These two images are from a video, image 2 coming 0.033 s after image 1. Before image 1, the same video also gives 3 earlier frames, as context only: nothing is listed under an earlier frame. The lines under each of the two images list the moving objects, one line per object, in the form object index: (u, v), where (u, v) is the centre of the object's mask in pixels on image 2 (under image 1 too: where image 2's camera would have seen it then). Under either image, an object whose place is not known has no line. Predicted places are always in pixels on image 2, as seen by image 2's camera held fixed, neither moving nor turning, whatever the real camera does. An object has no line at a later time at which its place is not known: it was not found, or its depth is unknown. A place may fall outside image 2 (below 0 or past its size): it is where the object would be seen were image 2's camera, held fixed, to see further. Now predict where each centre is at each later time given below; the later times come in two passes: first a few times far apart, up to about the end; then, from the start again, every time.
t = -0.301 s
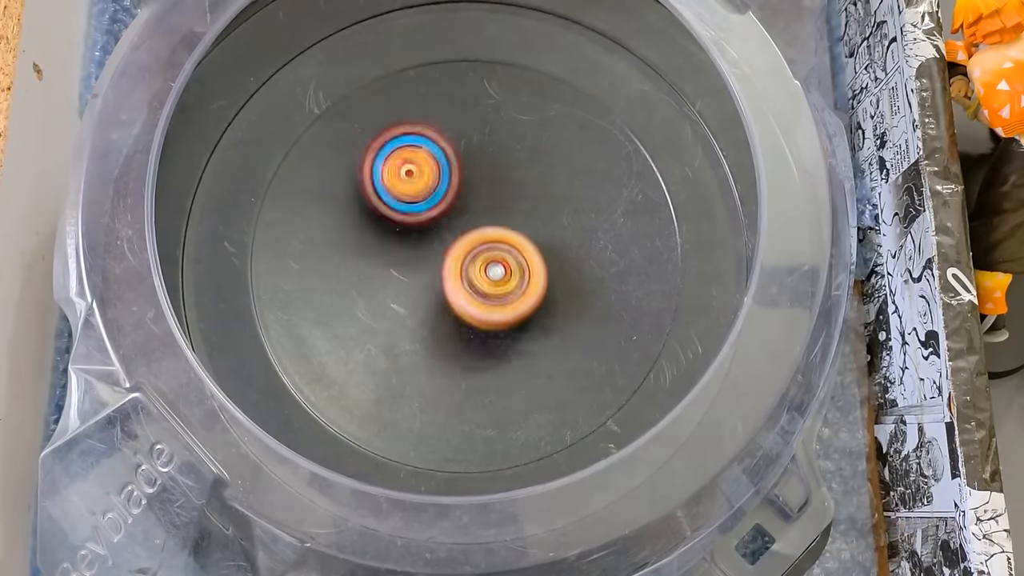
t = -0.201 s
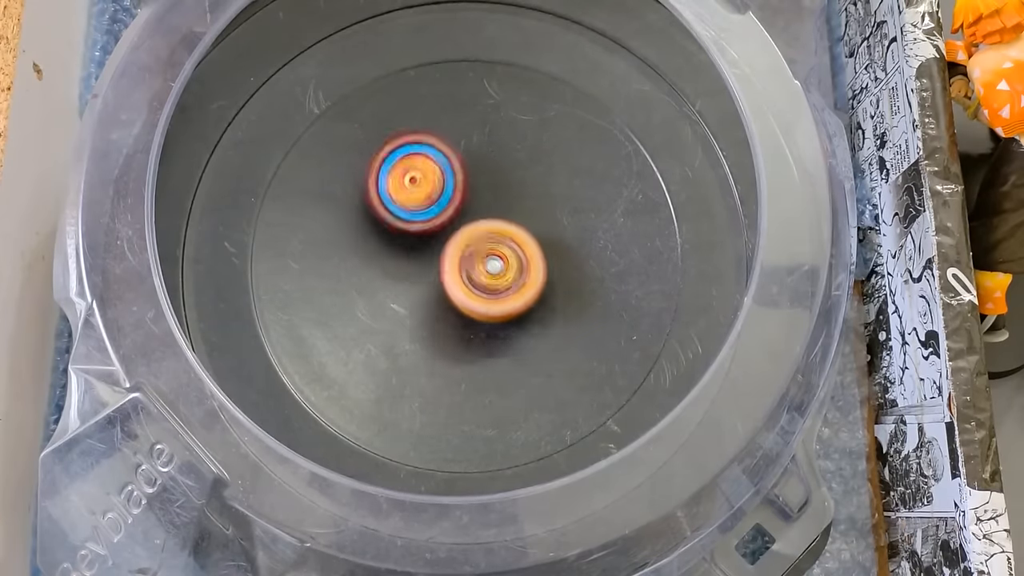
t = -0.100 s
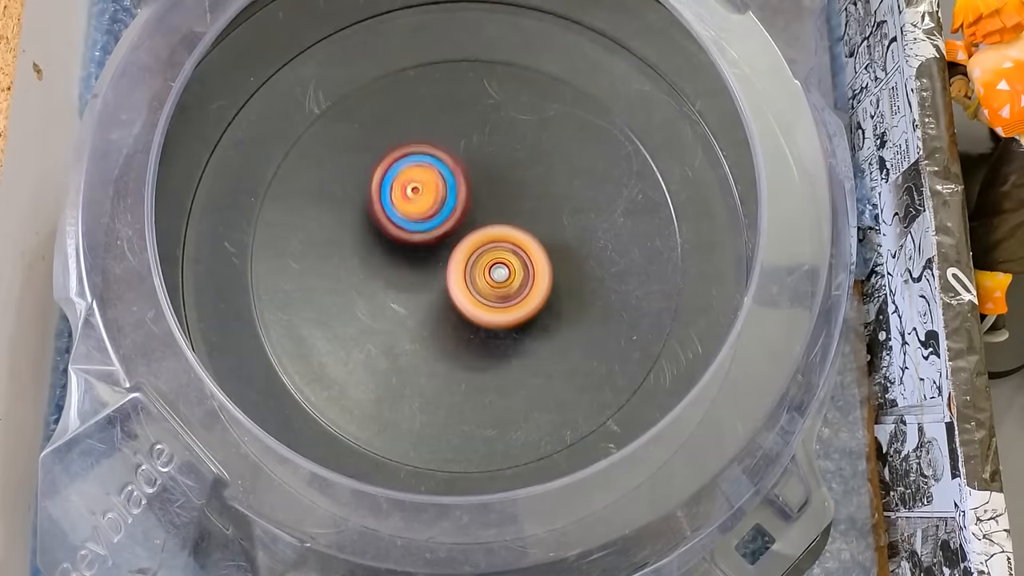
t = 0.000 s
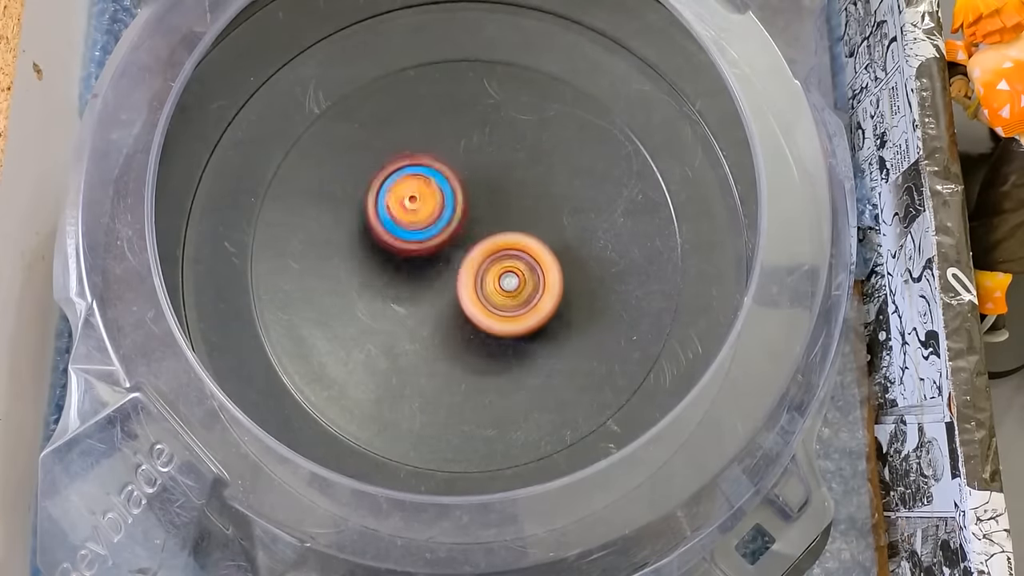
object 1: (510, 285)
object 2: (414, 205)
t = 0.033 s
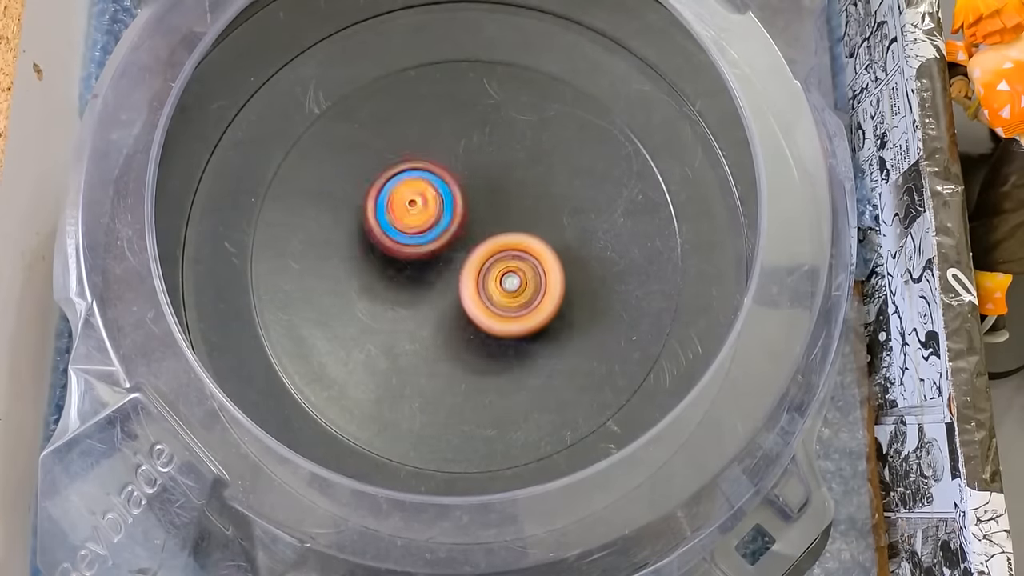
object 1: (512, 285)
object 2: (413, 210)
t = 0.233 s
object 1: (518, 274)
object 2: (408, 237)
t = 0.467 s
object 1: (513, 267)
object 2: (398, 257)
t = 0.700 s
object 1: (526, 264)
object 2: (395, 259)
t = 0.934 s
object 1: (519, 252)
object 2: (411, 265)
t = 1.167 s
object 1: (575, 245)
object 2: (404, 264)
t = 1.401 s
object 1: (560, 241)
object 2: (448, 283)
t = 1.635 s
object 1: (596, 245)
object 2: (425, 277)
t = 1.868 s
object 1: (561, 236)
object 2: (437, 265)
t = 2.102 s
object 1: (527, 220)
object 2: (421, 253)
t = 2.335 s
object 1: (518, 207)
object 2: (419, 245)
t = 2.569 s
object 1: (514, 224)
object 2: (416, 269)
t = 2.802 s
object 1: (494, 252)
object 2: (402, 257)
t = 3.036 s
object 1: (474, 282)
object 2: (402, 215)
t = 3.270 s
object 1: (466, 307)
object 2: (407, 232)
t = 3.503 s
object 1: (466, 302)
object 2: (399, 246)
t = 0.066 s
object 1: (513, 283)
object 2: (414, 214)
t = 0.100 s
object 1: (515, 280)
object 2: (413, 217)
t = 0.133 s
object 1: (516, 278)
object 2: (412, 224)
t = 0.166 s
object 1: (516, 276)
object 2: (411, 228)
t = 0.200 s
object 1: (515, 273)
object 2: (411, 233)
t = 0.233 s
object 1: (518, 274)
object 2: (408, 237)
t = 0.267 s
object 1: (520, 276)
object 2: (402, 239)
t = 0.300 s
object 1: (521, 275)
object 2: (399, 244)
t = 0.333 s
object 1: (520, 274)
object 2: (397, 246)
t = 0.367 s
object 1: (520, 273)
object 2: (397, 249)
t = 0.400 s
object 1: (518, 271)
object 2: (398, 251)
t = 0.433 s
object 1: (515, 269)
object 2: (397, 254)
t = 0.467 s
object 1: (513, 267)
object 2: (398, 257)
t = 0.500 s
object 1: (510, 266)
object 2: (397, 258)
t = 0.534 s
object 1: (509, 265)
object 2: (398, 260)
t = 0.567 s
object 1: (511, 265)
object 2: (395, 259)
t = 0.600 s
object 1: (510, 264)
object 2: (397, 259)
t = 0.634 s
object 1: (512, 263)
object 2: (397, 260)
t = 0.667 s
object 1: (523, 264)
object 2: (393, 259)
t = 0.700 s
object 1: (526, 264)
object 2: (395, 259)
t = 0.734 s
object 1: (527, 263)
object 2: (396, 261)
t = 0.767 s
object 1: (526, 261)
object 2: (399, 261)
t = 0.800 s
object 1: (525, 258)
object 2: (400, 262)
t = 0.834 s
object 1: (524, 256)
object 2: (404, 263)
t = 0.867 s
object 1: (523, 255)
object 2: (406, 264)
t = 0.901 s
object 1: (521, 253)
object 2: (409, 264)
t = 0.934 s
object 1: (519, 252)
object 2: (411, 265)
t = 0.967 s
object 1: (540, 253)
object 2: (399, 262)
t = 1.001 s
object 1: (560, 252)
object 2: (389, 257)
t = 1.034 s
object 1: (571, 252)
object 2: (388, 256)
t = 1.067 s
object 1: (574, 251)
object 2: (392, 256)
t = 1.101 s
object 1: (576, 248)
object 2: (398, 258)
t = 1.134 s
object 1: (576, 247)
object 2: (401, 261)
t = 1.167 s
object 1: (575, 245)
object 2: (404, 264)
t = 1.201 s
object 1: (575, 245)
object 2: (406, 266)
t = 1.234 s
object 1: (573, 244)
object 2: (411, 269)
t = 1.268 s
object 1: (569, 243)
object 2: (418, 272)
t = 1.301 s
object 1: (565, 243)
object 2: (427, 275)
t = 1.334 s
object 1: (560, 242)
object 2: (436, 279)
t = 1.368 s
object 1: (556, 241)
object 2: (447, 281)
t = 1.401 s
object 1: (560, 241)
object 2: (448, 283)
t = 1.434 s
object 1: (584, 242)
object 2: (433, 280)
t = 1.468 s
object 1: (599, 245)
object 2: (421, 276)
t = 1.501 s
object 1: (604, 248)
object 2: (418, 275)
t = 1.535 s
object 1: (603, 248)
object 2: (418, 274)
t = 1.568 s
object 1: (601, 247)
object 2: (418, 272)
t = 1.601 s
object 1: (599, 246)
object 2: (423, 274)
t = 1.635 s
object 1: (596, 245)
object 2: (425, 277)
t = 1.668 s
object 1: (592, 244)
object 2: (426, 277)
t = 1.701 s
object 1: (588, 243)
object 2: (428, 279)
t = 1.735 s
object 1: (582, 243)
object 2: (432, 277)
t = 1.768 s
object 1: (575, 243)
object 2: (434, 273)
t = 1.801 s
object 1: (566, 241)
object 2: (440, 274)
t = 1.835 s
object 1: (554, 240)
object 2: (449, 269)
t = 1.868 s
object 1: (561, 236)
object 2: (437, 265)
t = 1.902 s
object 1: (565, 236)
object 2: (423, 260)
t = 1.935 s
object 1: (564, 237)
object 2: (413, 254)
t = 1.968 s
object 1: (556, 237)
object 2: (412, 251)
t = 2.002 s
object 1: (549, 233)
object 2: (413, 249)
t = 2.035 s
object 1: (542, 228)
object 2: (416, 250)
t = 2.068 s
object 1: (535, 224)
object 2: (419, 252)
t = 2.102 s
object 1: (527, 220)
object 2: (421, 253)
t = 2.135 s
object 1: (528, 215)
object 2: (419, 252)
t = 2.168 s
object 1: (532, 216)
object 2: (409, 249)
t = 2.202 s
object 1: (527, 215)
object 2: (405, 245)
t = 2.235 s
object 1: (523, 212)
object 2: (404, 241)
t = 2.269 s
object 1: (520, 209)
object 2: (408, 239)
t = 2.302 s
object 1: (520, 208)
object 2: (412, 241)
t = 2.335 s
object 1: (518, 207)
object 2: (419, 245)
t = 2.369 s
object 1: (519, 206)
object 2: (422, 253)
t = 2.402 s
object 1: (522, 208)
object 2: (422, 257)
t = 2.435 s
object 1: (522, 213)
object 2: (421, 260)
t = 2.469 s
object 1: (518, 217)
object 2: (422, 259)
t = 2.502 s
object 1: (519, 219)
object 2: (421, 264)
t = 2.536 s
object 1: (518, 222)
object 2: (417, 268)
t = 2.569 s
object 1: (514, 224)
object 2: (416, 269)
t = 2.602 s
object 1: (515, 227)
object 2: (413, 269)
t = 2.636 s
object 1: (513, 232)
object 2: (407, 268)
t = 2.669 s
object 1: (507, 238)
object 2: (405, 267)
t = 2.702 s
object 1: (500, 241)
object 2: (402, 265)
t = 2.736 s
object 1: (496, 242)
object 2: (401, 263)
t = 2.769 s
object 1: (493, 244)
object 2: (403, 264)
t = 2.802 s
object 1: (494, 252)
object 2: (402, 257)
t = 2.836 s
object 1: (492, 259)
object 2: (404, 244)
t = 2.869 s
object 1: (489, 265)
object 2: (404, 234)
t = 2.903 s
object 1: (488, 269)
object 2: (404, 227)
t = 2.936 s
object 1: (485, 272)
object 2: (404, 219)
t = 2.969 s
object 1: (483, 275)
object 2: (402, 215)
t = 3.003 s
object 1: (480, 278)
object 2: (402, 215)
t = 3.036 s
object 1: (474, 282)
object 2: (402, 215)
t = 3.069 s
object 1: (469, 287)
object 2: (403, 213)
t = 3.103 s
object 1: (466, 293)
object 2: (404, 213)
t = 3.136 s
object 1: (466, 297)
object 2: (405, 214)
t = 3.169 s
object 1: (466, 301)
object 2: (406, 216)
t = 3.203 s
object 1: (466, 304)
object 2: (407, 220)
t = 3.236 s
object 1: (466, 307)
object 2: (408, 226)
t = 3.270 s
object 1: (466, 307)
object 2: (407, 232)
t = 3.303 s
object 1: (466, 307)
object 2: (405, 236)
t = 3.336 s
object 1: (466, 305)
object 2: (402, 241)
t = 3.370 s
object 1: (466, 304)
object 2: (400, 244)
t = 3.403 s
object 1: (466, 304)
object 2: (398, 246)
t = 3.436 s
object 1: (466, 303)
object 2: (397, 247)
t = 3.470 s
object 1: (466, 303)
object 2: (397, 247)
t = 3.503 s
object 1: (466, 302)
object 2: (399, 246)
